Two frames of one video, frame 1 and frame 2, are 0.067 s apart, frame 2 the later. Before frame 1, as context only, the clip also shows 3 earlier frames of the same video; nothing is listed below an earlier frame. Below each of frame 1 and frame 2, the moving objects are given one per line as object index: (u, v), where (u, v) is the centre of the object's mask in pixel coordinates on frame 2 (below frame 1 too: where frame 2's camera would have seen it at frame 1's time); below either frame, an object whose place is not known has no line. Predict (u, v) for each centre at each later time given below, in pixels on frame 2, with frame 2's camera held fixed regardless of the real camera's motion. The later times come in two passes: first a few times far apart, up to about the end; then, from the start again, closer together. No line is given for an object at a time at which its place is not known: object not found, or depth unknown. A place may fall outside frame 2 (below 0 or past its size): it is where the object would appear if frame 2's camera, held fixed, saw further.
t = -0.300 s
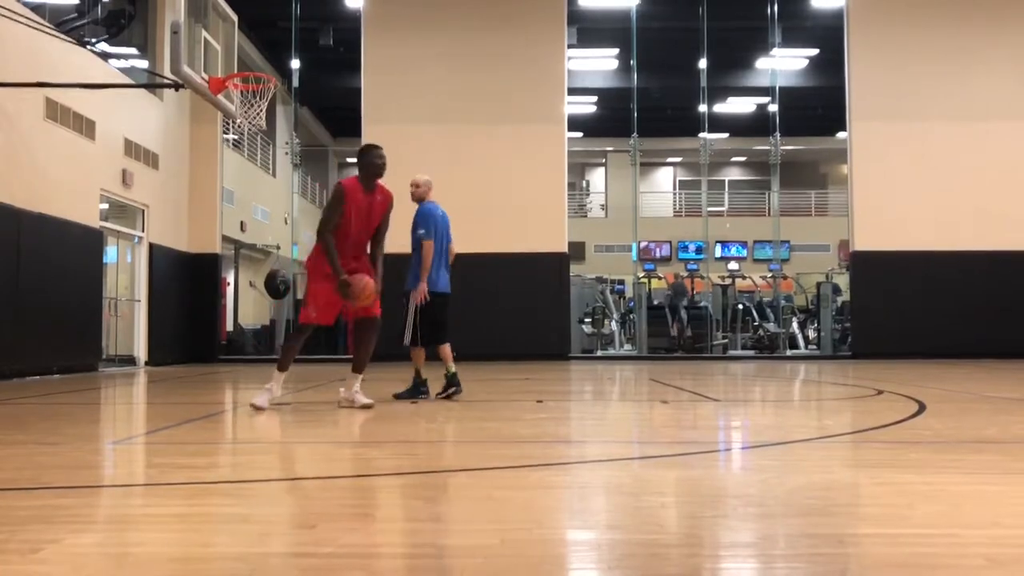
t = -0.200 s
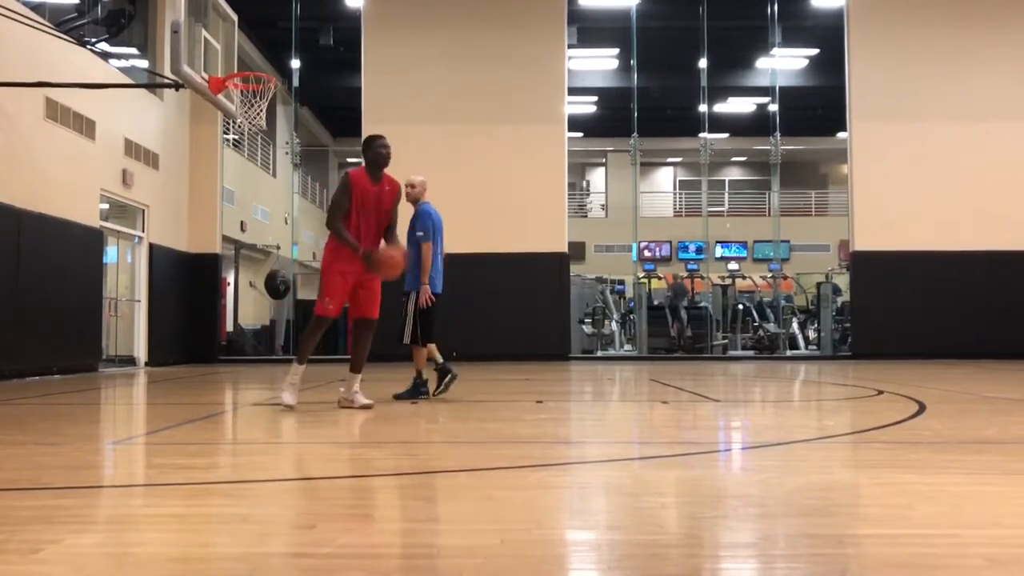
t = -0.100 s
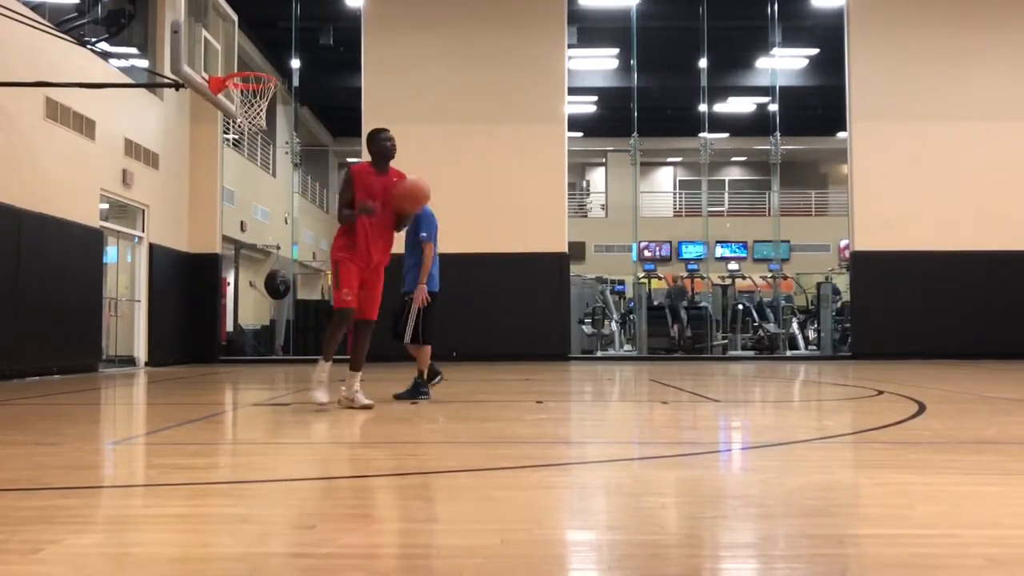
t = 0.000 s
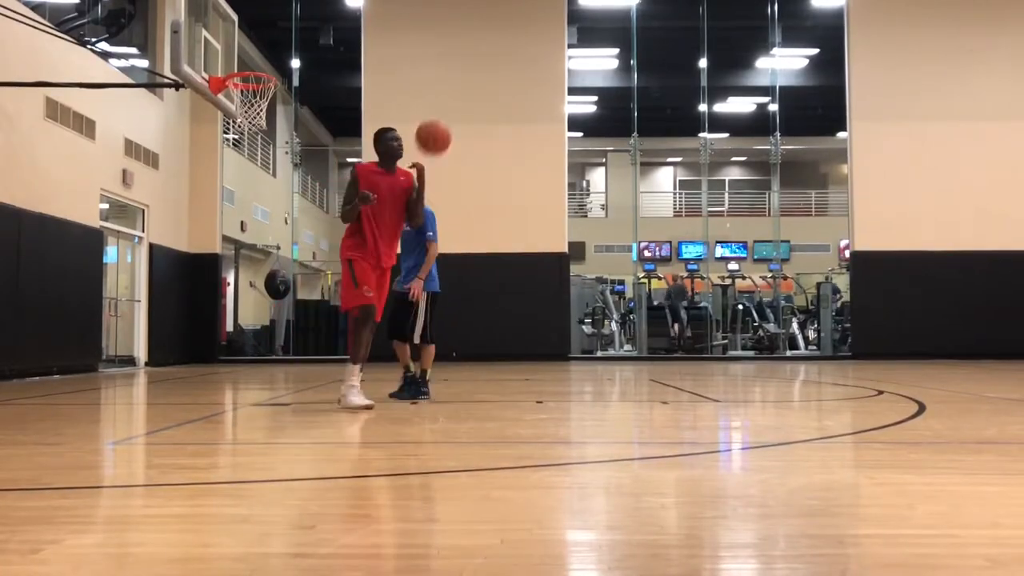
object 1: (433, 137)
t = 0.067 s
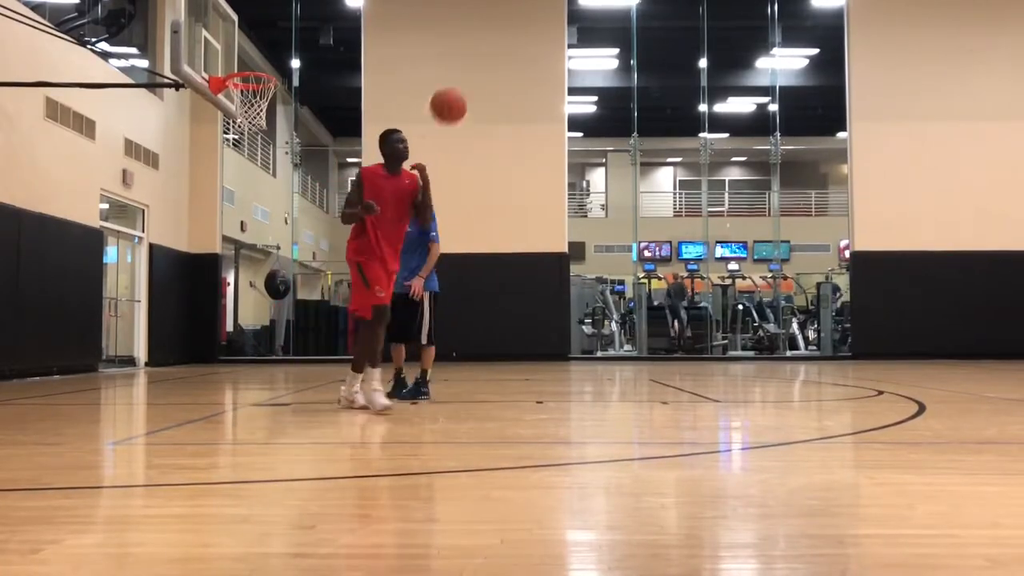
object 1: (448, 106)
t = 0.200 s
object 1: (480, 59)
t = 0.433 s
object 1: (541, 35)
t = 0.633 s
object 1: (604, 90)
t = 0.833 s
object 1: (671, 222)
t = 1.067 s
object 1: (744, 379)
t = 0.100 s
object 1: (456, 92)
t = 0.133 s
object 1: (464, 80)
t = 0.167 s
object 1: (472, 69)
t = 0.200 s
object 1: (480, 59)
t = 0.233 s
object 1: (488, 51)
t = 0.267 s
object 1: (497, 44)
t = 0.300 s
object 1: (506, 38)
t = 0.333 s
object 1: (514, 35)
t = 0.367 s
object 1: (523, 33)
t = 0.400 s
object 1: (532, 33)
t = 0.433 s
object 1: (541, 35)
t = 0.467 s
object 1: (551, 39)
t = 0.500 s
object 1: (561, 43)
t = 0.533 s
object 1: (570, 51)
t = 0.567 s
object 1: (579, 61)
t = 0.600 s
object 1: (591, 75)
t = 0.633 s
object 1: (604, 90)
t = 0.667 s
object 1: (614, 105)
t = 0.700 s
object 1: (623, 120)
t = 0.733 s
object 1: (635, 142)
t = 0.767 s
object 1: (646, 166)
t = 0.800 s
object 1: (657, 193)
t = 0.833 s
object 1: (671, 222)
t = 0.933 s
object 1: (712, 326)
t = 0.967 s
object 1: (726, 367)
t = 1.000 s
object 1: (741, 410)
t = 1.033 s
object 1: (746, 411)
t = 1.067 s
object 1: (744, 379)
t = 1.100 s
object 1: (742, 347)
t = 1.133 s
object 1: (741, 322)
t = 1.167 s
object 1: (738, 297)
